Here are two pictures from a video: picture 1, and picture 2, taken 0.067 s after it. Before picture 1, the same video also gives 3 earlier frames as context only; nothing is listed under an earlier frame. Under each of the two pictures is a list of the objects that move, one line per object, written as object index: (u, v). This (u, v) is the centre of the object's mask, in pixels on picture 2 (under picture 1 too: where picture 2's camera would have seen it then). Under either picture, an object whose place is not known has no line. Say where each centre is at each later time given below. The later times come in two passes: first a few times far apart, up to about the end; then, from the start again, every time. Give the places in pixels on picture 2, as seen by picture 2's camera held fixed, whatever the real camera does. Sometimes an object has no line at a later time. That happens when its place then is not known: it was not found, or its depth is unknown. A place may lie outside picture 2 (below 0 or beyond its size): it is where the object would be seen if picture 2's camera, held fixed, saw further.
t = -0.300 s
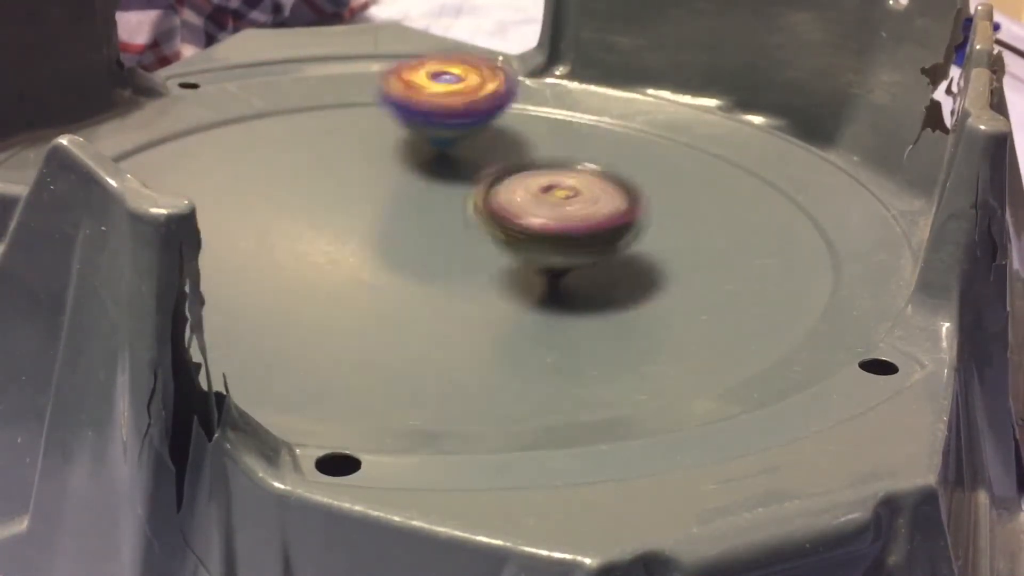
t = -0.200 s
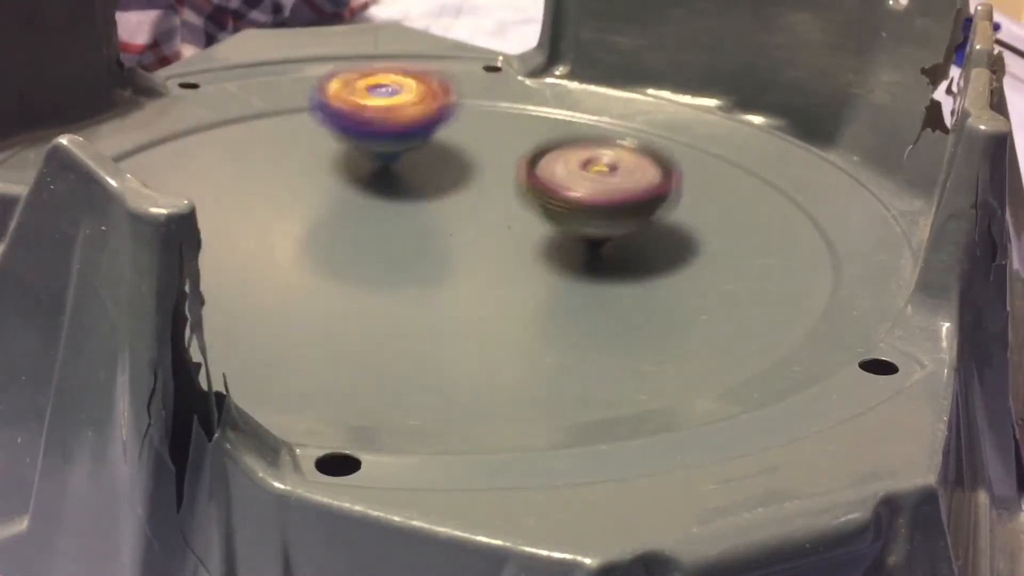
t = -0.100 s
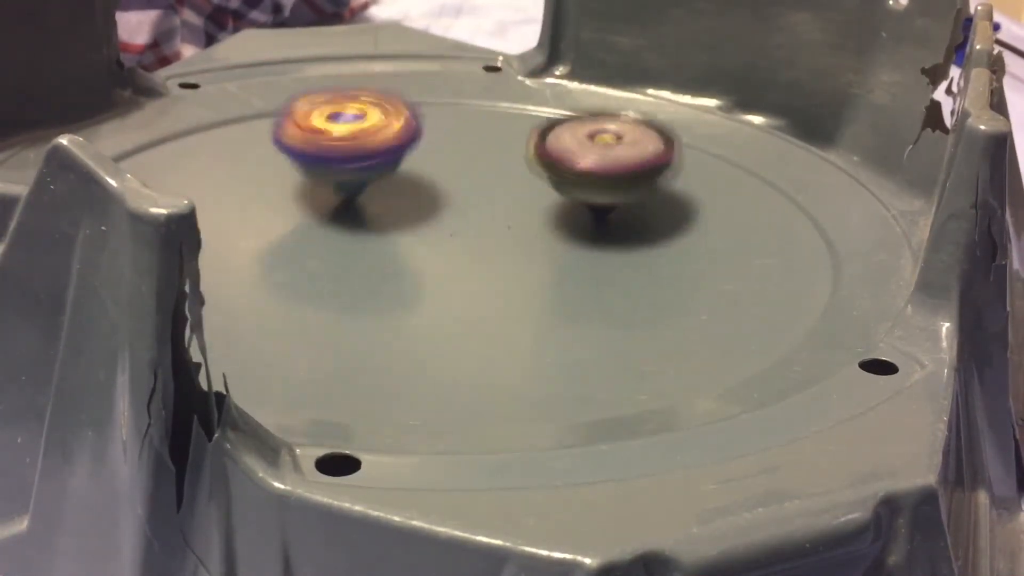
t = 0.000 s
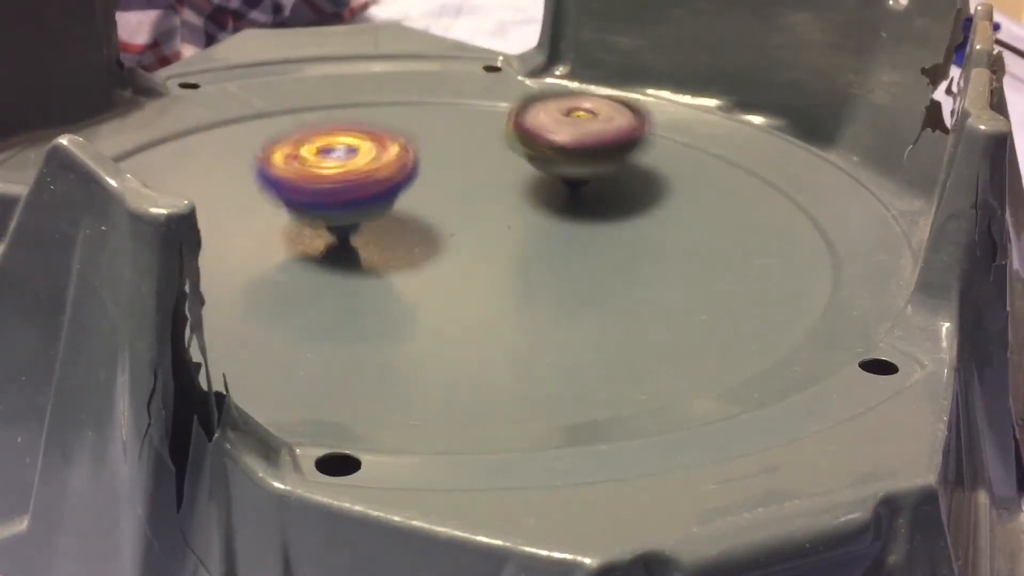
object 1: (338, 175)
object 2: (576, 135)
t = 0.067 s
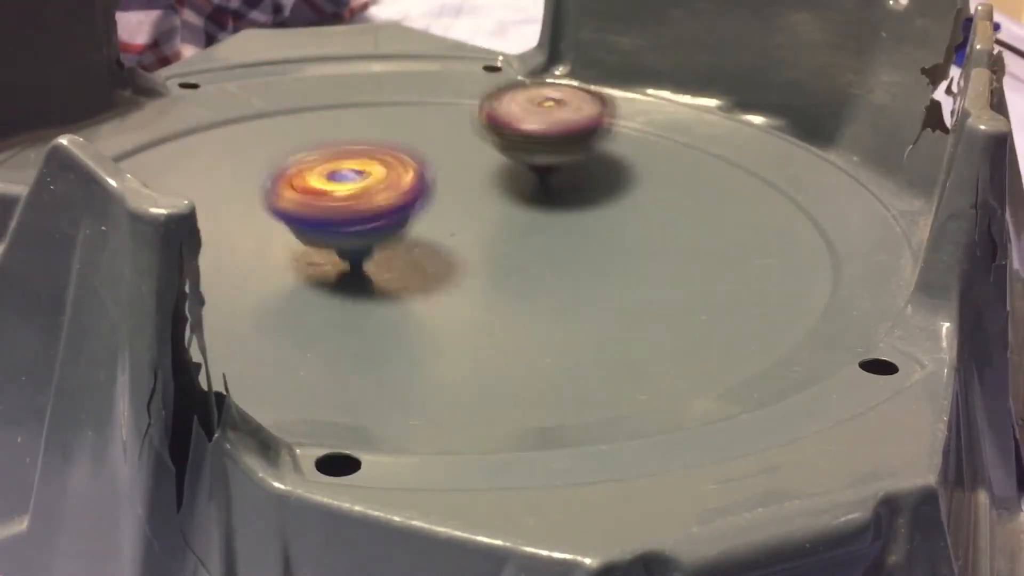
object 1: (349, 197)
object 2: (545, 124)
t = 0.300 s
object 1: (466, 261)
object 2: (401, 133)
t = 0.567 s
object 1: (635, 235)
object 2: (327, 204)
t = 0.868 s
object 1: (484, 159)
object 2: (489, 257)
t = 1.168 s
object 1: (278, 133)
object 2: (565, 199)
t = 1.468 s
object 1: (276, 197)
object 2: (409, 145)
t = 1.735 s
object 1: (513, 214)
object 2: (269, 157)
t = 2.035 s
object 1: (635, 158)
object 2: (383, 220)
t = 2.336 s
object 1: (483, 133)
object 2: (588, 204)
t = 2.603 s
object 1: (306, 124)
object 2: (668, 194)
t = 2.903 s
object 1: (275, 198)
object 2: (498, 199)
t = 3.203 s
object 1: (379, 269)
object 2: (422, 184)
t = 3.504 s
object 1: (571, 235)
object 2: (389, 171)
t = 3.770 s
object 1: (534, 169)
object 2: (338, 156)
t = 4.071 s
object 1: (545, 121)
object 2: (343, 189)
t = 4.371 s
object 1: (565, 125)
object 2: (444, 201)
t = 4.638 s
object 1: (633, 140)
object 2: (344, 230)
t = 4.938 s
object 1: (546, 187)
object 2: (364, 228)
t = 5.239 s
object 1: (543, 160)
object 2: (364, 184)
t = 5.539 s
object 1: (545, 124)
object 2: (319, 157)
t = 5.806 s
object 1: (520, 156)
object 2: (386, 170)
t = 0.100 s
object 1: (355, 209)
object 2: (524, 120)
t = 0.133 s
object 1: (366, 221)
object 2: (505, 118)
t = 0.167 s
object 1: (384, 230)
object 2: (483, 118)
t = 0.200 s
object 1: (404, 240)
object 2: (462, 118)
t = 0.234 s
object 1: (422, 248)
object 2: (441, 121)
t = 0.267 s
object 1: (443, 255)
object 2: (421, 126)
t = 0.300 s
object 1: (466, 261)
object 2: (401, 133)
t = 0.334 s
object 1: (496, 265)
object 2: (383, 141)
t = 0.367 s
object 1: (529, 267)
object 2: (368, 144)
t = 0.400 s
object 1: (554, 265)
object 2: (354, 157)
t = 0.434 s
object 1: (575, 262)
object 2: (341, 166)
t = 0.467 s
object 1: (599, 259)
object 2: (333, 175)
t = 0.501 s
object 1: (621, 253)
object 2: (328, 184)
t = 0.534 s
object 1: (634, 244)
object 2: (324, 195)
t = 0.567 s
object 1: (635, 235)
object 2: (327, 204)
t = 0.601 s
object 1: (632, 225)
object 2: (331, 215)
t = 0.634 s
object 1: (627, 216)
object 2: (340, 225)
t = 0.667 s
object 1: (617, 207)
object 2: (354, 234)
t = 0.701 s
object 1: (597, 198)
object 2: (372, 241)
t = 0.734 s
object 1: (576, 189)
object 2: (390, 249)
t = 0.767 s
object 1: (555, 181)
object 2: (411, 255)
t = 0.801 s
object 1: (537, 174)
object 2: (436, 257)
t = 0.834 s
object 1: (510, 164)
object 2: (462, 260)
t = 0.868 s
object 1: (484, 159)
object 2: (489, 257)
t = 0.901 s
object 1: (460, 153)
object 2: (509, 258)
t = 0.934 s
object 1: (442, 153)
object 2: (529, 254)
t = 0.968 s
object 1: (418, 149)
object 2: (546, 249)
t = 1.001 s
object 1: (391, 143)
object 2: (563, 242)
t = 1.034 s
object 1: (368, 140)
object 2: (573, 234)
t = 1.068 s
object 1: (350, 138)
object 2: (578, 225)
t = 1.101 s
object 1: (327, 134)
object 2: (577, 217)
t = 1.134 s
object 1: (301, 134)
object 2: (574, 207)
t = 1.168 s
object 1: (278, 133)
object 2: (565, 199)
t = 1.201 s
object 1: (262, 135)
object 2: (554, 191)
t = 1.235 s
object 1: (246, 138)
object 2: (540, 183)
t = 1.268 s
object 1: (229, 143)
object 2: (524, 176)
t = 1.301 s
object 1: (219, 149)
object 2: (508, 169)
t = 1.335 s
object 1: (220, 158)
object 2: (490, 163)
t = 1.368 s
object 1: (227, 167)
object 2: (471, 158)
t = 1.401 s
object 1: (235, 176)
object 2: (451, 153)
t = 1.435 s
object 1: (251, 187)
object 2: (429, 149)
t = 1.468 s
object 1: (276, 197)
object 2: (409, 145)
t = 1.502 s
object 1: (303, 204)
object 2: (390, 136)
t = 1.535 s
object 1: (330, 208)
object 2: (369, 130)
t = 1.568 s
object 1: (361, 214)
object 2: (345, 130)
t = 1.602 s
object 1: (393, 217)
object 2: (324, 134)
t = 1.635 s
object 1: (426, 217)
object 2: (308, 142)
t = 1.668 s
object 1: (454, 216)
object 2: (292, 145)
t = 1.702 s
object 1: (483, 216)
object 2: (279, 150)
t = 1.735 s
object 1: (513, 214)
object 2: (269, 157)
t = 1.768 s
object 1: (535, 206)
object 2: (263, 165)
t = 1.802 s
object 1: (555, 202)
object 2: (260, 173)
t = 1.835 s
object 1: (577, 199)
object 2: (267, 182)
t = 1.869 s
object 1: (597, 192)
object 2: (278, 189)
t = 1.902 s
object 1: (609, 184)
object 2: (292, 197)
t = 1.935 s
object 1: (619, 178)
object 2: (310, 204)
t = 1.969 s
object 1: (633, 172)
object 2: (332, 211)
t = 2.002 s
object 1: (638, 165)
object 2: (357, 216)
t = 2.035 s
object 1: (635, 158)
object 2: (383, 220)
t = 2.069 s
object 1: (630, 152)
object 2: (411, 222)
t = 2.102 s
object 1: (624, 146)
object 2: (439, 223)
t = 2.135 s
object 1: (608, 141)
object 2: (467, 222)
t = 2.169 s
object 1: (589, 138)
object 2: (494, 219)
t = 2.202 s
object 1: (577, 132)
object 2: (517, 215)
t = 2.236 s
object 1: (555, 128)
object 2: (541, 208)
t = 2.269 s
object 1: (526, 128)
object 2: (557, 205)
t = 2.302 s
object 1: (500, 132)
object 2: (572, 202)
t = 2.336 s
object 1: (483, 133)
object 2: (588, 204)
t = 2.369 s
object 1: (457, 128)
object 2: (605, 206)
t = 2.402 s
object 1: (433, 124)
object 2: (622, 206)
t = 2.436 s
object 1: (416, 123)
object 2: (637, 206)
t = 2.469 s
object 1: (392, 120)
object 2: (652, 205)
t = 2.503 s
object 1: (368, 120)
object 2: (664, 203)
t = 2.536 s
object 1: (351, 120)
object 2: (671, 200)
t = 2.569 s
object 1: (329, 122)
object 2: (673, 197)
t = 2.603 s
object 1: (306, 124)
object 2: (668, 194)
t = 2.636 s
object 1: (291, 128)
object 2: (661, 193)
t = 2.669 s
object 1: (276, 133)
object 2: (647, 191)
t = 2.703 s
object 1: (259, 141)
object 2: (631, 190)
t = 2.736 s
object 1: (252, 150)
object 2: (611, 189)
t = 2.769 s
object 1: (250, 158)
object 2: (590, 191)
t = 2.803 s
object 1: (246, 169)
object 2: (568, 191)
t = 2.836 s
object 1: (252, 180)
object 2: (545, 194)
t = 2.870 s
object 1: (266, 188)
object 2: (521, 196)
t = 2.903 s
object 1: (275, 198)
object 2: (498, 199)
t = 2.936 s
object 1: (292, 210)
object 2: (474, 201)
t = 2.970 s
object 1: (301, 217)
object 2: (465, 200)
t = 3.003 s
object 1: (297, 227)
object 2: (458, 199)
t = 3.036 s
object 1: (304, 235)
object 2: (452, 200)
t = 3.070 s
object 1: (316, 242)
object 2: (446, 197)
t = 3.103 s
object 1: (322, 251)
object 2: (440, 196)
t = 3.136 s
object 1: (340, 259)
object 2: (434, 189)
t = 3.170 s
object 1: (361, 266)
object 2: (428, 186)
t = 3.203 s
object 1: (379, 269)
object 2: (422, 184)
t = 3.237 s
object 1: (410, 271)
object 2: (416, 183)
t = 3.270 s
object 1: (436, 271)
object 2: (411, 185)
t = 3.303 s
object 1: (456, 268)
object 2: (409, 185)
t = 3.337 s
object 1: (482, 262)
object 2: (410, 185)
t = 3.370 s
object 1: (498, 255)
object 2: (408, 192)
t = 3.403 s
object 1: (520, 253)
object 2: (407, 186)
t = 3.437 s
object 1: (543, 248)
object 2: (404, 183)
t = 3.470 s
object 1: (552, 241)
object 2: (397, 177)
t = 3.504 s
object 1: (571, 235)
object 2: (389, 171)
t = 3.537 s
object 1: (574, 225)
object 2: (380, 167)
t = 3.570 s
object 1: (577, 218)
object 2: (371, 162)
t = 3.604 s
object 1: (579, 210)
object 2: (362, 157)
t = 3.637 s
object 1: (569, 200)
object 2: (353, 155)
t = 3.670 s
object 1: (567, 193)
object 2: (346, 153)
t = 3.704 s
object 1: (554, 184)
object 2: (341, 155)
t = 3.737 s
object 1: (545, 177)
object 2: (338, 156)
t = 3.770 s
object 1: (534, 169)
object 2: (338, 156)
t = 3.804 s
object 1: (518, 163)
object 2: (340, 158)
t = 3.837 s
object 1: (510, 157)
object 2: (342, 162)
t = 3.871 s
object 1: (504, 148)
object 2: (339, 163)
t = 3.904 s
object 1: (511, 143)
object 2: (328, 166)
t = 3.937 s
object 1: (516, 135)
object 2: (323, 169)
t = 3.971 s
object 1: (523, 133)
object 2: (320, 174)
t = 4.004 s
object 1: (529, 127)
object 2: (323, 178)
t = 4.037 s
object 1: (536, 125)
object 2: (330, 183)
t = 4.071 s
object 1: (545, 121)
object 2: (343, 189)
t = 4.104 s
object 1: (545, 119)
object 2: (358, 193)
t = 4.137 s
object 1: (551, 117)
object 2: (376, 197)
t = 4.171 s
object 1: (549, 116)
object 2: (394, 198)
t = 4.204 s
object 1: (551, 117)
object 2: (414, 200)
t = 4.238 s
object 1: (546, 119)
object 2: (433, 199)
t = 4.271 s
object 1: (546, 122)
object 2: (450, 197)
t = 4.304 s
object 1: (541, 122)
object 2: (465, 195)
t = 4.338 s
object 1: (547, 123)
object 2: (467, 192)
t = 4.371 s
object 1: (565, 125)
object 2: (444, 201)
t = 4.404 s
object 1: (588, 122)
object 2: (423, 208)
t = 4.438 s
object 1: (595, 120)
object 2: (413, 211)
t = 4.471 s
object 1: (603, 120)
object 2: (399, 215)
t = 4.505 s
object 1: (609, 123)
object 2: (388, 218)
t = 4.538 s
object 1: (616, 123)
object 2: (373, 222)
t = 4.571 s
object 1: (626, 129)
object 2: (362, 224)
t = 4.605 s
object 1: (627, 133)
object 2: (354, 227)
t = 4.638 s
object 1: (633, 140)
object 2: (344, 230)
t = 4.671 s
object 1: (629, 148)
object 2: (336, 232)
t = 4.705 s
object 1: (627, 153)
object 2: (330, 234)
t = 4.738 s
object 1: (622, 162)
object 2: (327, 235)
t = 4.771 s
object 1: (610, 168)
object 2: (328, 236)
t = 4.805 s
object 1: (605, 174)
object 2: (333, 236)
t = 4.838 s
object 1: (586, 181)
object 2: (338, 236)
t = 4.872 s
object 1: (576, 185)
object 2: (344, 235)
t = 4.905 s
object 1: (558, 187)
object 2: (356, 232)
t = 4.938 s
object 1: (546, 187)
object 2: (364, 228)
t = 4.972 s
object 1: (533, 186)
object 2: (373, 223)
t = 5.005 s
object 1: (520, 186)
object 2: (381, 218)
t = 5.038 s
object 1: (516, 185)
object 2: (389, 212)
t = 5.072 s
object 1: (508, 182)
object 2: (394, 208)
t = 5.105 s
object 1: (516, 183)
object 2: (395, 204)
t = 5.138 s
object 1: (521, 177)
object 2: (389, 198)
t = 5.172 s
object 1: (533, 173)
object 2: (380, 194)
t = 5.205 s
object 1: (541, 169)
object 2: (371, 190)
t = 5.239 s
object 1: (543, 160)
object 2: (364, 184)
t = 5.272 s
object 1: (547, 155)
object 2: (359, 181)
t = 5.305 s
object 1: (546, 150)
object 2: (349, 175)
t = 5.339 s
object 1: (543, 141)
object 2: (342, 171)
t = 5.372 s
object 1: (544, 136)
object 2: (337, 169)
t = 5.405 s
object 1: (543, 133)
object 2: (329, 163)
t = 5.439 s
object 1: (542, 127)
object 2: (324, 159)
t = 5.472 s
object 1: (542, 123)
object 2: (322, 158)
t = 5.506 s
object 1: (545, 122)
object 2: (320, 157)
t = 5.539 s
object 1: (545, 124)
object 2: (319, 157)
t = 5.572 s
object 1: (541, 126)
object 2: (322, 157)
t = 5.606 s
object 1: (535, 128)
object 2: (326, 158)
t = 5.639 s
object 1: (531, 128)
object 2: (334, 160)
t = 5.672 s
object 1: (526, 133)
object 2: (341, 162)
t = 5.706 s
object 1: (524, 137)
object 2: (350, 163)
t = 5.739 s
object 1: (521, 143)
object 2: (363, 166)
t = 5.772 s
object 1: (520, 148)
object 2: (376, 168)
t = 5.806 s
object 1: (520, 156)
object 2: (386, 170)
